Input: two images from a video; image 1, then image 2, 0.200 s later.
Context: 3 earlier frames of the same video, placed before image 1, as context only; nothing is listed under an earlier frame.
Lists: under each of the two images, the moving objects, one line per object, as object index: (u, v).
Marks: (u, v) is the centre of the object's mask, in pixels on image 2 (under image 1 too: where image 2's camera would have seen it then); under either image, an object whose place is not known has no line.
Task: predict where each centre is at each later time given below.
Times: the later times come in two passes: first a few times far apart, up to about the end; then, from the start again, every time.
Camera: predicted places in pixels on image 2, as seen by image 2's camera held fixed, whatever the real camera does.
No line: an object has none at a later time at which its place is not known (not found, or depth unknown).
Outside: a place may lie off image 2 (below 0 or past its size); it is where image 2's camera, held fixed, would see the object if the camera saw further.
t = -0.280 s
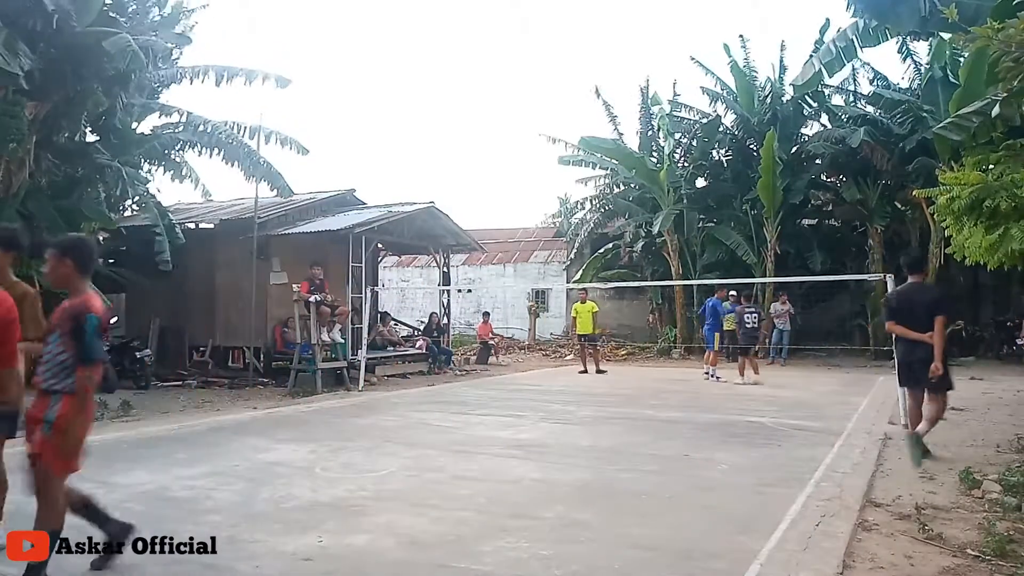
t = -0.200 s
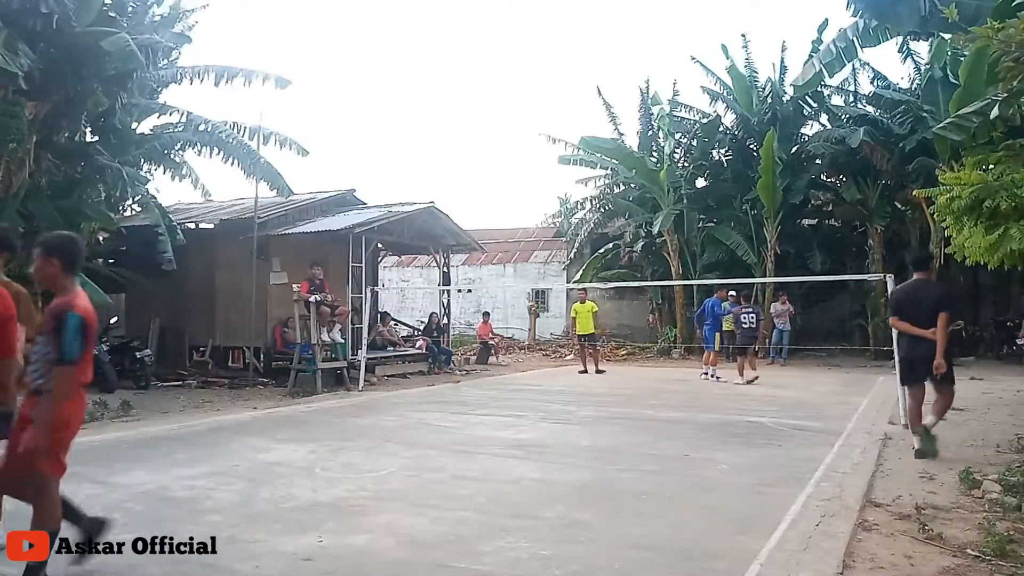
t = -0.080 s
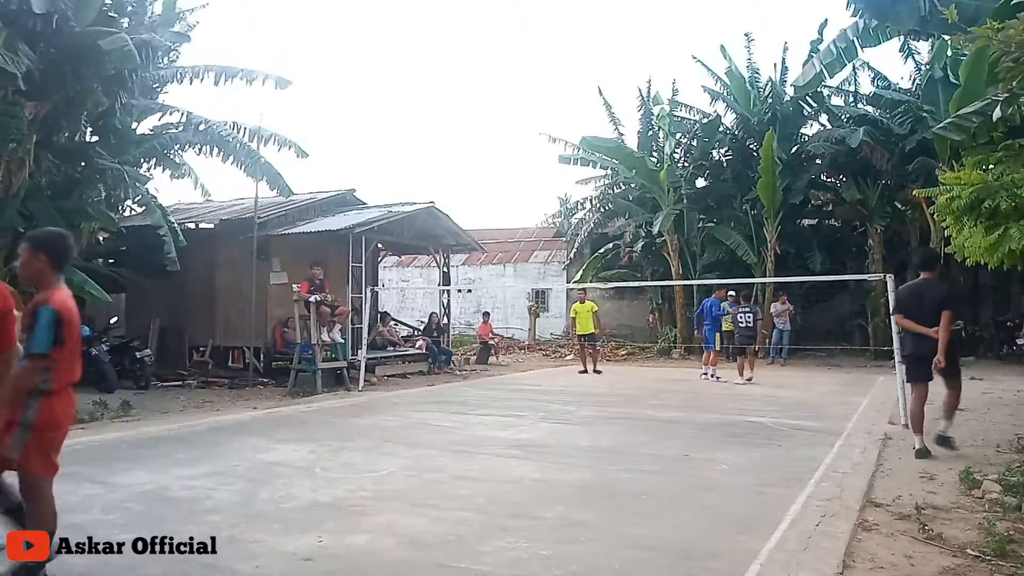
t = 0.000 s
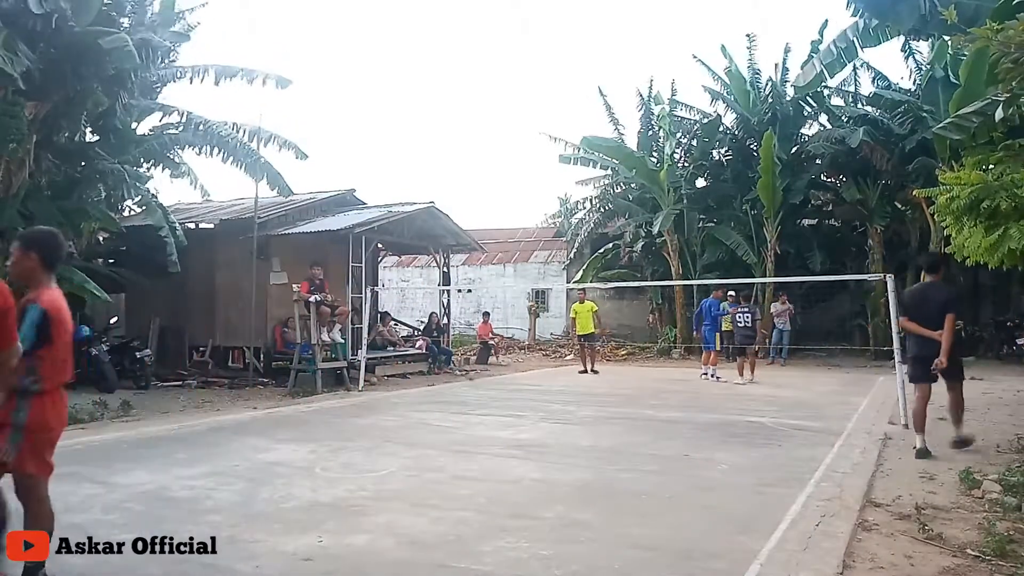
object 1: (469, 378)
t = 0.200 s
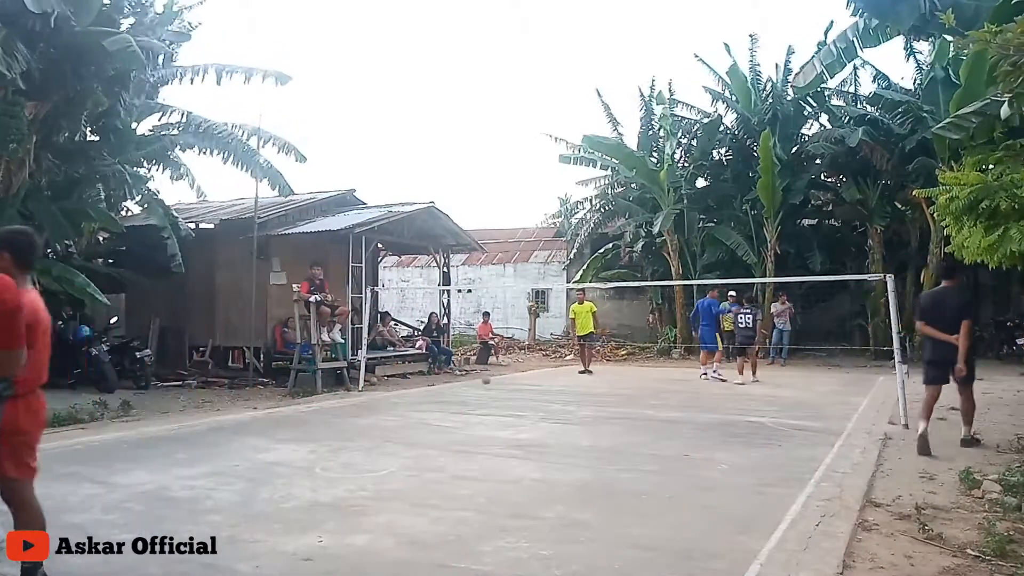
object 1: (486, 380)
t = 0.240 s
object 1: (489, 380)
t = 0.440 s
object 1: (504, 385)
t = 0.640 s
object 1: (518, 386)
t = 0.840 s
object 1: (532, 387)
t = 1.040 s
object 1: (545, 388)
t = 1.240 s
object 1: (557, 388)
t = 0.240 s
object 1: (489, 380)
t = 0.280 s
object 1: (491, 382)
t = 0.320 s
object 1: (495, 385)
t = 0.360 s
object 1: (498, 384)
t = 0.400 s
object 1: (501, 384)
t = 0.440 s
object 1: (504, 385)
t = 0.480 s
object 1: (507, 385)
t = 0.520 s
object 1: (510, 385)
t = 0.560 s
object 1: (512, 386)
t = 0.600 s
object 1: (516, 386)
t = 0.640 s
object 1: (518, 386)
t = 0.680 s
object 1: (521, 386)
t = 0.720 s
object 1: (524, 386)
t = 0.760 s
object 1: (527, 386)
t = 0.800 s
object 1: (530, 386)
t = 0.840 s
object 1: (532, 387)
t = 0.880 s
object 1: (535, 387)
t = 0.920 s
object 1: (537, 387)
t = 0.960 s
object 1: (540, 387)
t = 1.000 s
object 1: (543, 388)
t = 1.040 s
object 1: (545, 388)
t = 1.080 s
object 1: (548, 388)
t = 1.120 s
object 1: (550, 388)
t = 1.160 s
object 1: (553, 388)
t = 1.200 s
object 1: (555, 388)
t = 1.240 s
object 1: (557, 388)
